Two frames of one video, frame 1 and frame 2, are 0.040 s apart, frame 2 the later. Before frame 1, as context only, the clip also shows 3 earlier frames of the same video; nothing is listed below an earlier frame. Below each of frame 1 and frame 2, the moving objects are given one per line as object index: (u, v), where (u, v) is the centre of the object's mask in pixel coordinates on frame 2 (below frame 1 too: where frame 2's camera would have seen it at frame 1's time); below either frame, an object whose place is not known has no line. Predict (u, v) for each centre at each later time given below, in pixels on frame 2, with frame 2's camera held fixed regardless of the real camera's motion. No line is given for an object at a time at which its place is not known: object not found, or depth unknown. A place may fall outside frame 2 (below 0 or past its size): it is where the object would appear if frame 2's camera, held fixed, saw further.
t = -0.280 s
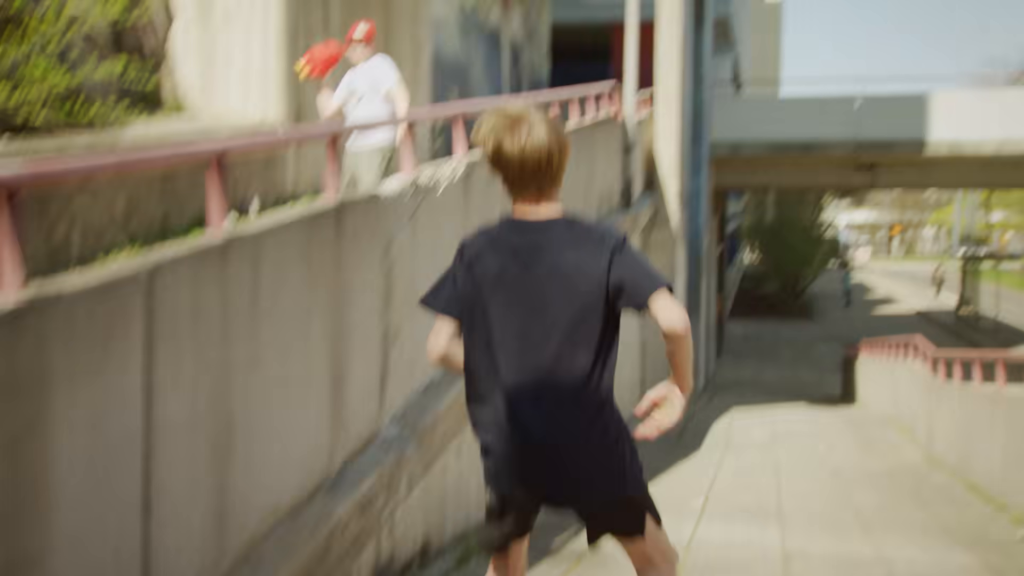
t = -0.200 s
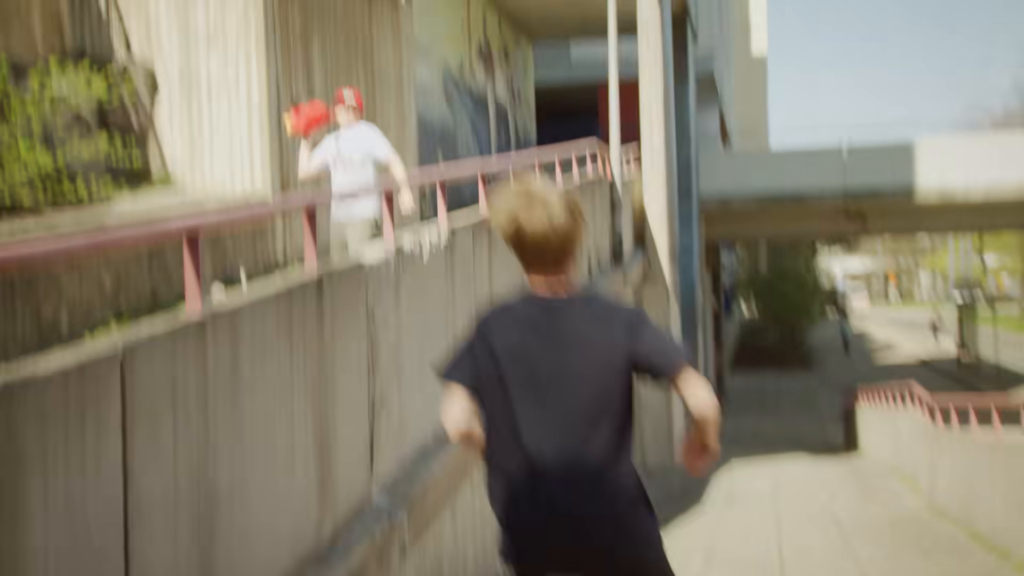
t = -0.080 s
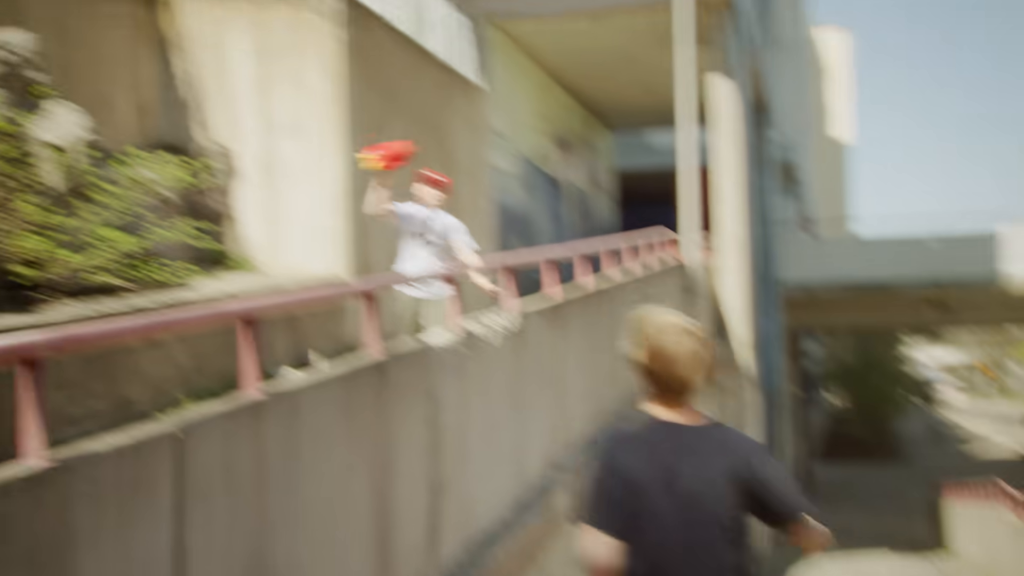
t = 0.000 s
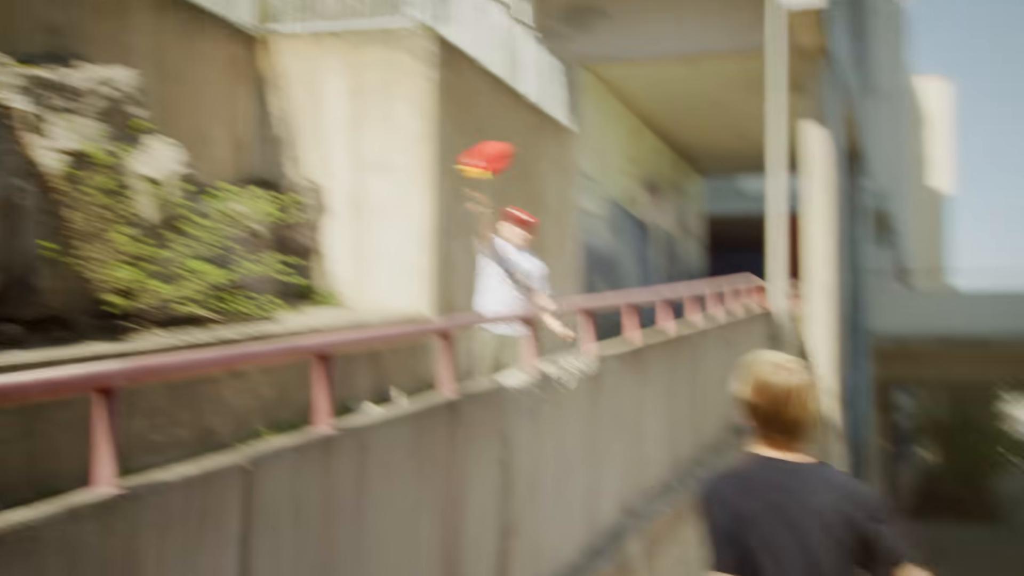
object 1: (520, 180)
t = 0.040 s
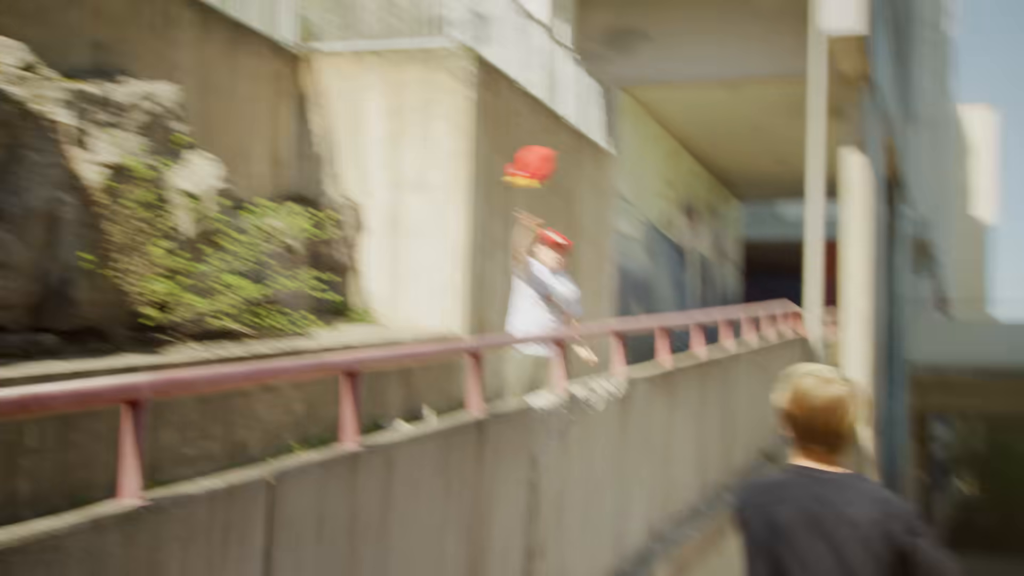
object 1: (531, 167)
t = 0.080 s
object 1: (541, 157)
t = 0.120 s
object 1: (553, 148)
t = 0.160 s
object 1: (564, 142)
